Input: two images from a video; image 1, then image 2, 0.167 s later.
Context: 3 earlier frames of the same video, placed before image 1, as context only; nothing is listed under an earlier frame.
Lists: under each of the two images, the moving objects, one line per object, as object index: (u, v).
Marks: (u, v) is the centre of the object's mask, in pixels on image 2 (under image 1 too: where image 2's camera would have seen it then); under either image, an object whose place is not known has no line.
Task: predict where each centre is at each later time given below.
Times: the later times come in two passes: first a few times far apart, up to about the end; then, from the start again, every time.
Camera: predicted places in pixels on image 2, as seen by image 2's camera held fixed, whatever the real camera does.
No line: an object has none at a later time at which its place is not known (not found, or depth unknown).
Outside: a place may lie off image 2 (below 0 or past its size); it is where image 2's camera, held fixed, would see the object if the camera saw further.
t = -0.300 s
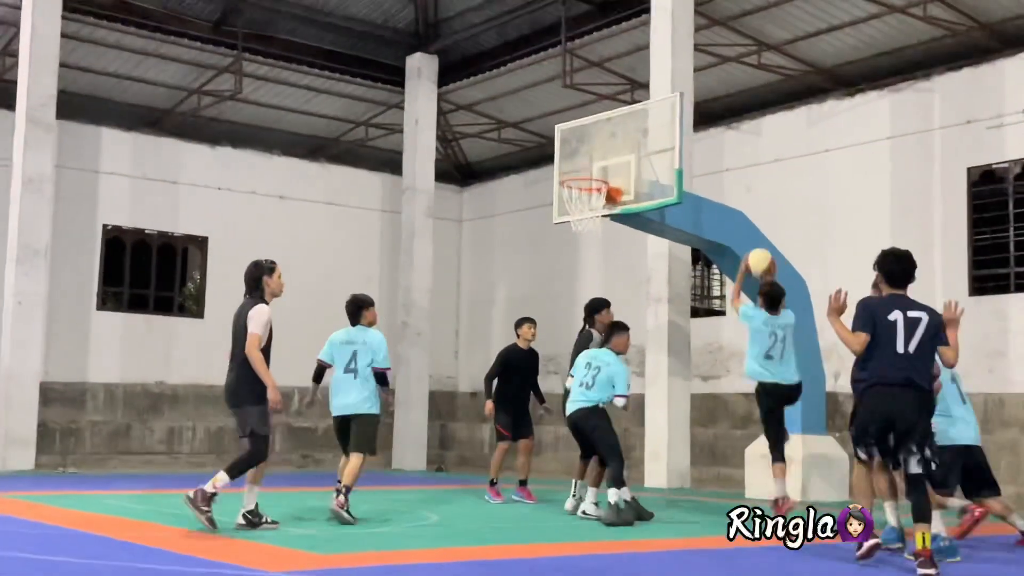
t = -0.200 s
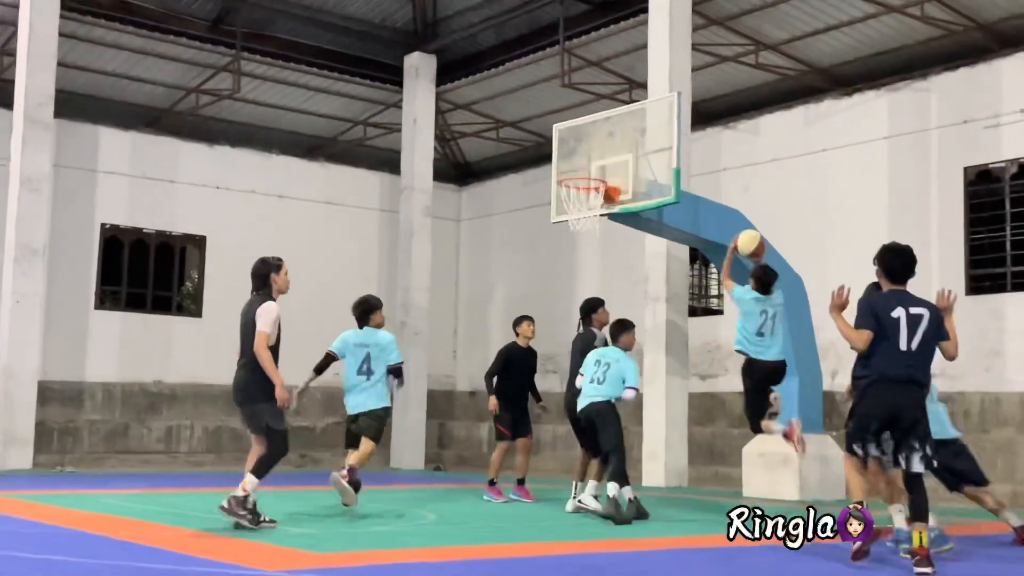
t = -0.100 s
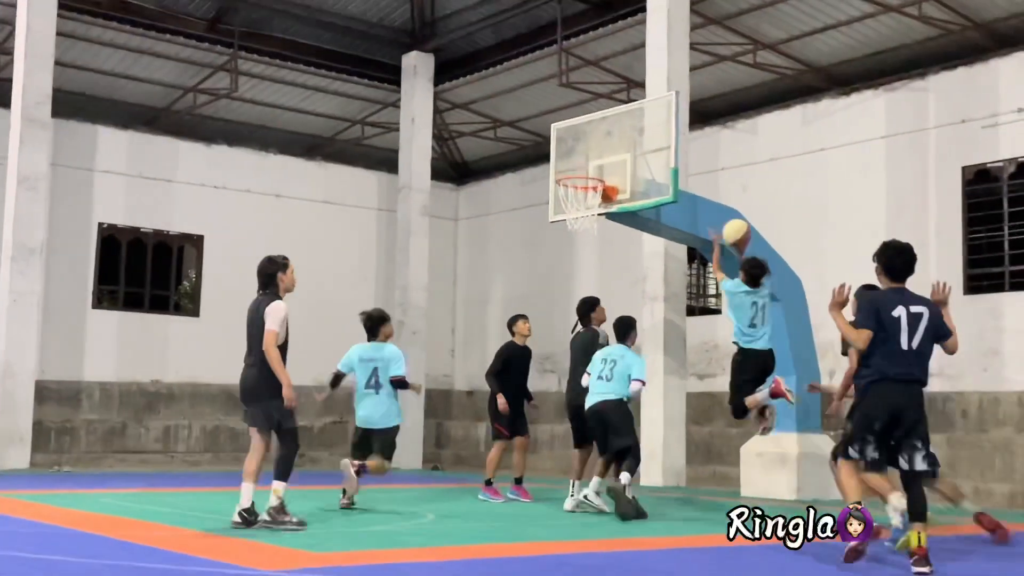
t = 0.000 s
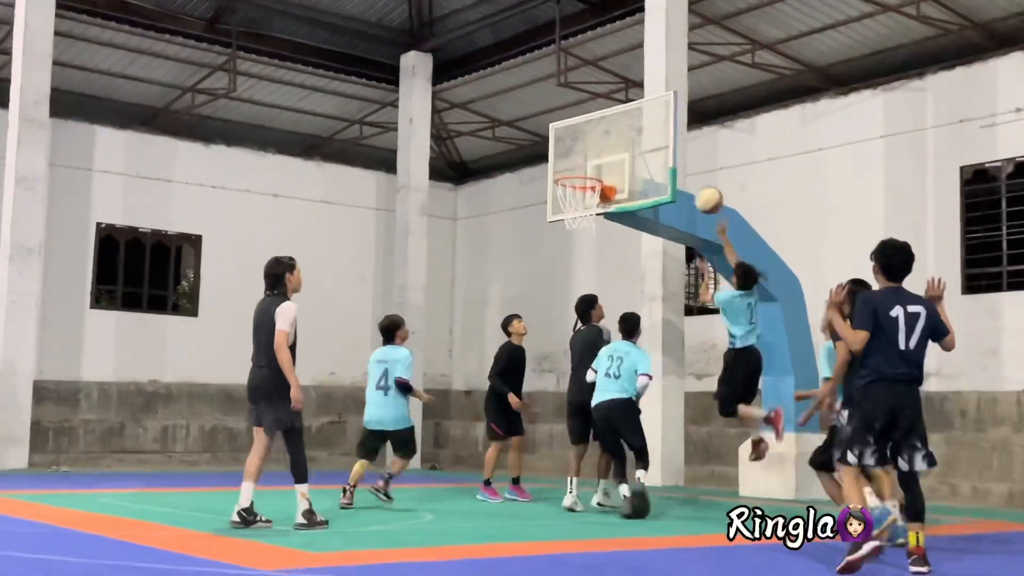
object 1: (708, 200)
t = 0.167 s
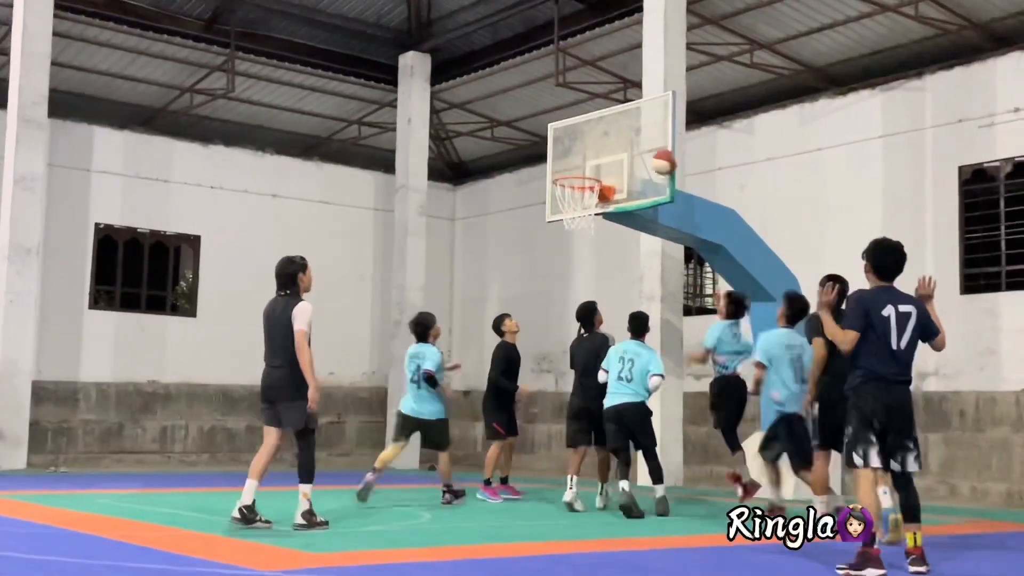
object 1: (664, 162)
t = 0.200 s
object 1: (655, 159)
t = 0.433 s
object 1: (592, 168)
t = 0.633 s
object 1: (560, 205)
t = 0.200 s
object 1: (655, 159)
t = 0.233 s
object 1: (648, 156)
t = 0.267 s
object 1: (638, 156)
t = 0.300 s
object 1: (628, 157)
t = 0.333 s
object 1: (619, 157)
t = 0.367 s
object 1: (610, 160)
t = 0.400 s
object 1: (602, 164)
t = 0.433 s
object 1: (592, 168)
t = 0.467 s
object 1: (583, 173)
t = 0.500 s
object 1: (575, 180)
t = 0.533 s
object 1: (566, 189)
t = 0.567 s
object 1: (562, 196)
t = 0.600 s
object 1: (560, 200)
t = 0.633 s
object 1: (560, 205)
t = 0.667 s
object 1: (562, 210)
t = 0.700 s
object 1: (563, 213)
